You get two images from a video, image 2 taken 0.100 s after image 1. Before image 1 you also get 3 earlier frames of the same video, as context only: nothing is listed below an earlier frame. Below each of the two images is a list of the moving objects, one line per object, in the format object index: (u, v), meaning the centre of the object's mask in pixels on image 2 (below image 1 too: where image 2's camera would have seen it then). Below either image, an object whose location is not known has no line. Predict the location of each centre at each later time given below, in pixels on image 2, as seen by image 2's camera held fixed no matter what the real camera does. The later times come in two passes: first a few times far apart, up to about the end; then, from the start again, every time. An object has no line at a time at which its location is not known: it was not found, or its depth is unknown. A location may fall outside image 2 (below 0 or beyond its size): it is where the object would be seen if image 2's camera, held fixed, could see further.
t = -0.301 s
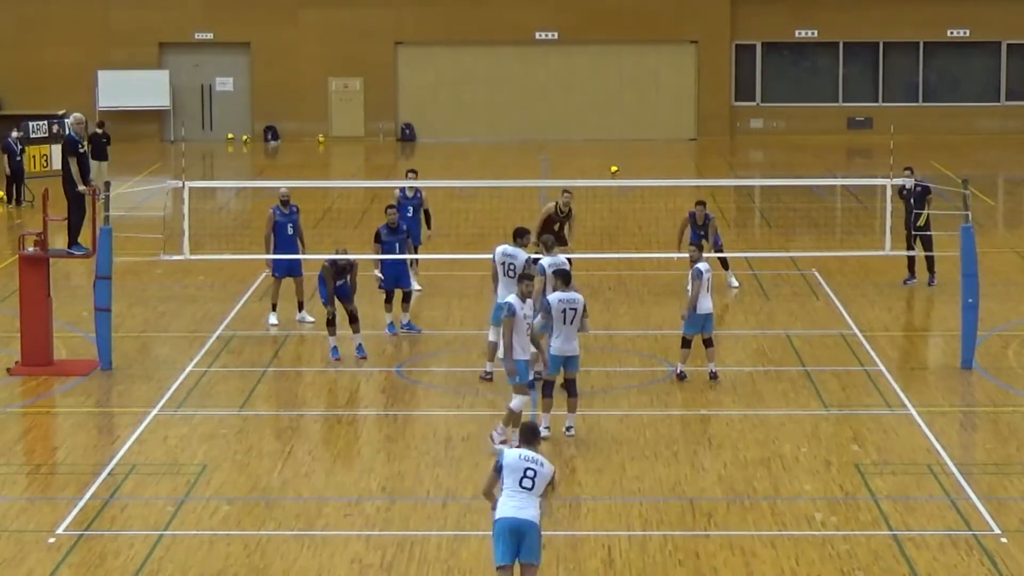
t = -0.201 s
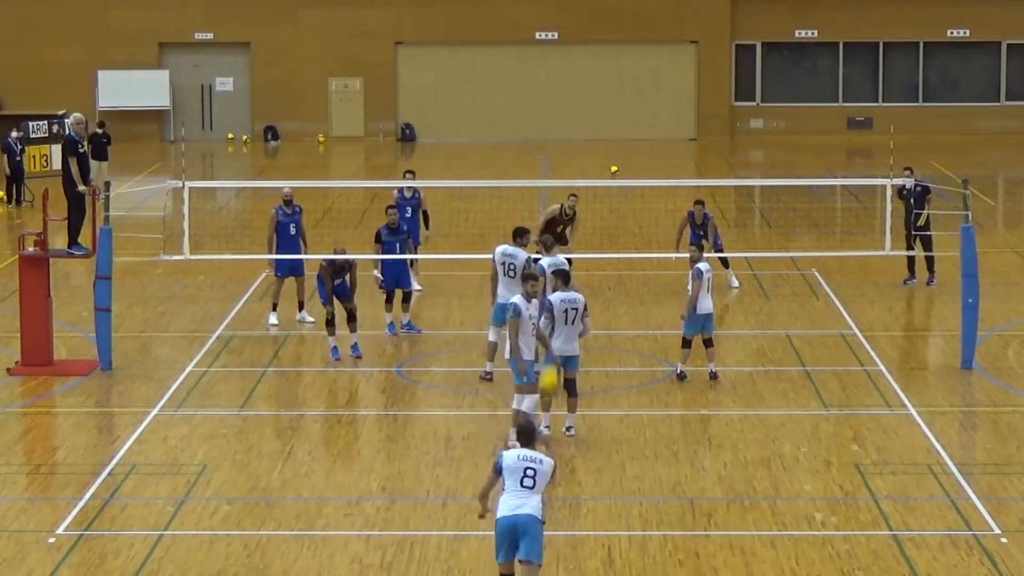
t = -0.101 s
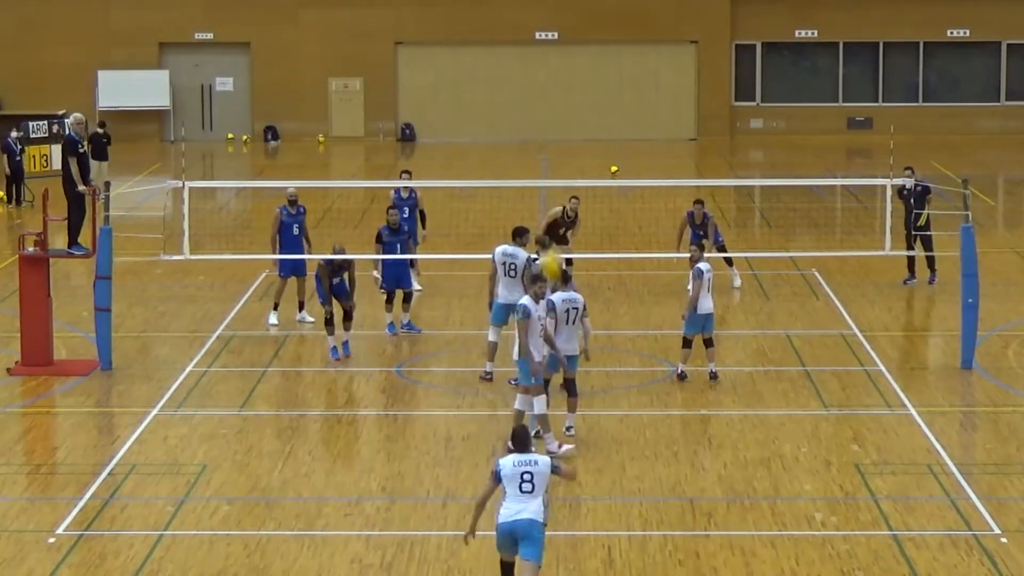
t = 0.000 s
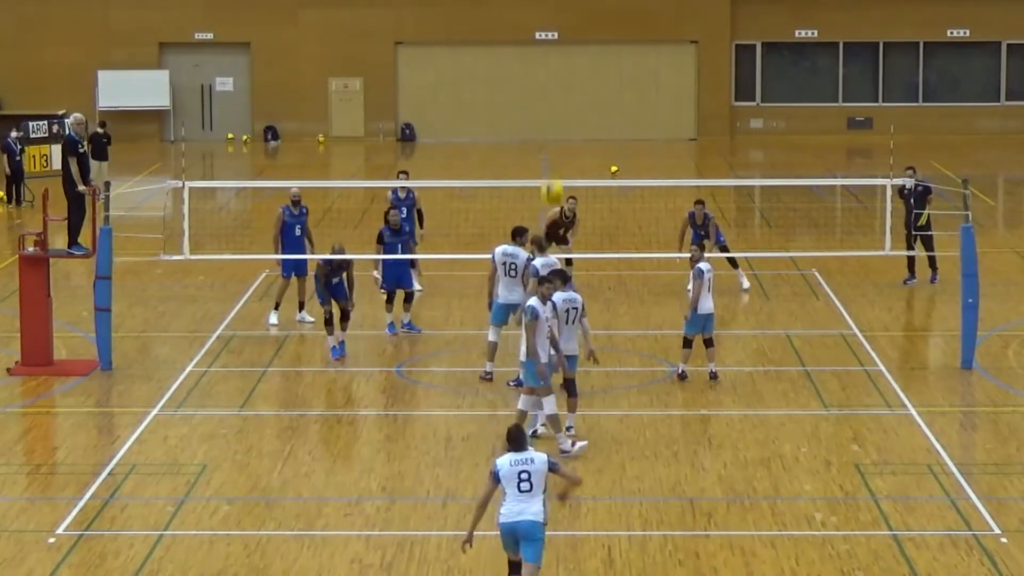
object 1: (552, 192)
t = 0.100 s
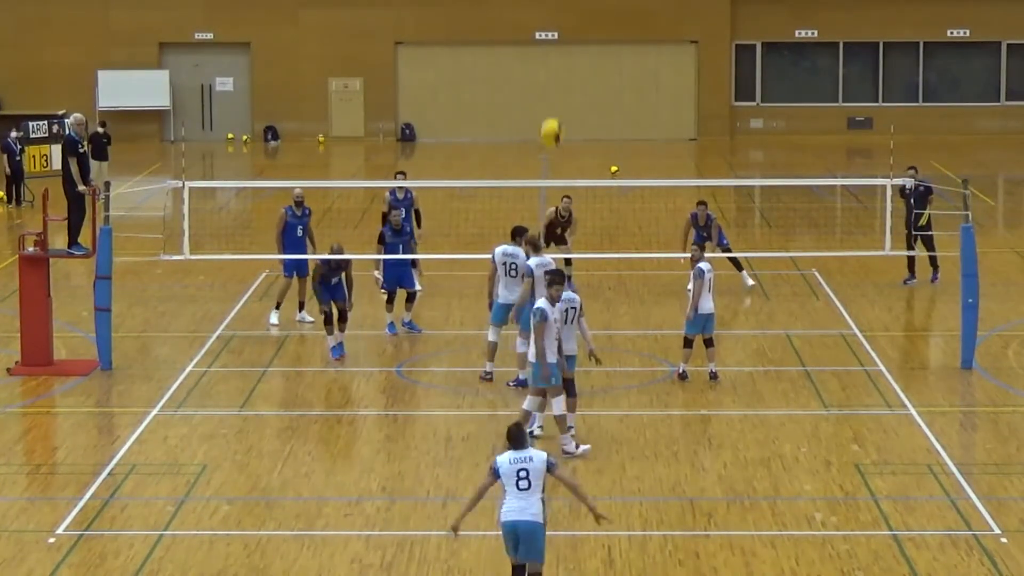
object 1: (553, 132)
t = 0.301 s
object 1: (553, 53)
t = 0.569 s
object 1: (557, 23)
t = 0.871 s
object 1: (559, 79)
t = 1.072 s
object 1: (560, 165)
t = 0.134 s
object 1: (552, 115)
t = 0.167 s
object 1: (554, 100)
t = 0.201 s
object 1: (552, 86)
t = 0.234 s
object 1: (552, 74)
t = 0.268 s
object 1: (553, 63)
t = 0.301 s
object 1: (553, 53)
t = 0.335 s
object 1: (555, 45)
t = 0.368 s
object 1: (554, 38)
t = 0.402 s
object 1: (555, 32)
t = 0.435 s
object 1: (555, 29)
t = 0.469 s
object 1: (555, 25)
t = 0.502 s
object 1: (555, 24)
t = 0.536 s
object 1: (555, 23)
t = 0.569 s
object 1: (557, 23)
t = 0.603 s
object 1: (556, 25)
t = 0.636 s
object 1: (557, 28)
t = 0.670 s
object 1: (557, 31)
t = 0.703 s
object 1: (557, 37)
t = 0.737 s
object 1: (558, 42)
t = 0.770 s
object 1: (558, 50)
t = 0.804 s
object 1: (559, 58)
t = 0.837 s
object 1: (559, 69)
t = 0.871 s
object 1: (559, 79)
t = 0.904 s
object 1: (560, 91)
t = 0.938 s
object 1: (560, 103)
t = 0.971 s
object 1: (560, 117)
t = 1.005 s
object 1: (560, 134)
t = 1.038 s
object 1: (560, 149)
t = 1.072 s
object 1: (560, 165)
